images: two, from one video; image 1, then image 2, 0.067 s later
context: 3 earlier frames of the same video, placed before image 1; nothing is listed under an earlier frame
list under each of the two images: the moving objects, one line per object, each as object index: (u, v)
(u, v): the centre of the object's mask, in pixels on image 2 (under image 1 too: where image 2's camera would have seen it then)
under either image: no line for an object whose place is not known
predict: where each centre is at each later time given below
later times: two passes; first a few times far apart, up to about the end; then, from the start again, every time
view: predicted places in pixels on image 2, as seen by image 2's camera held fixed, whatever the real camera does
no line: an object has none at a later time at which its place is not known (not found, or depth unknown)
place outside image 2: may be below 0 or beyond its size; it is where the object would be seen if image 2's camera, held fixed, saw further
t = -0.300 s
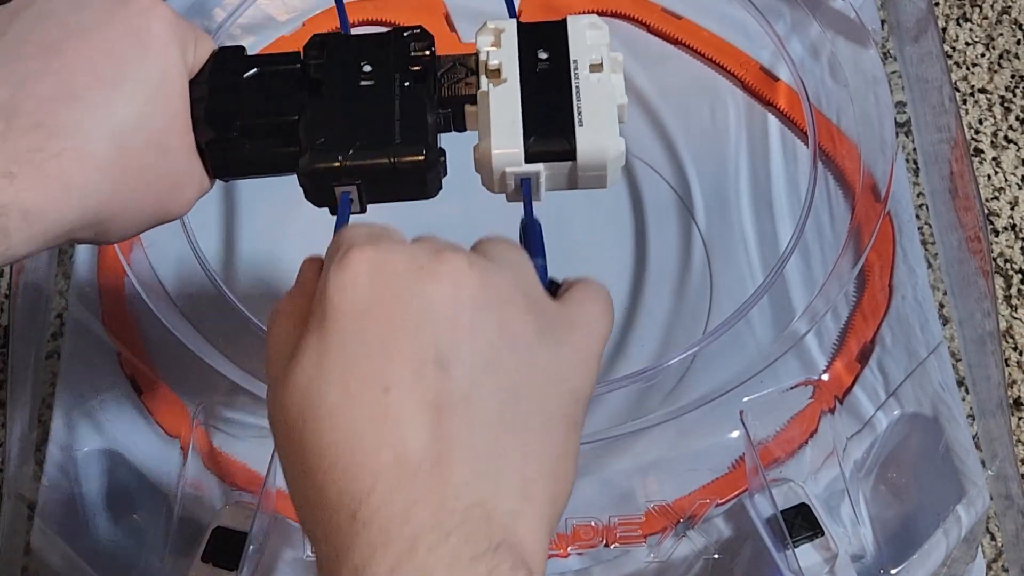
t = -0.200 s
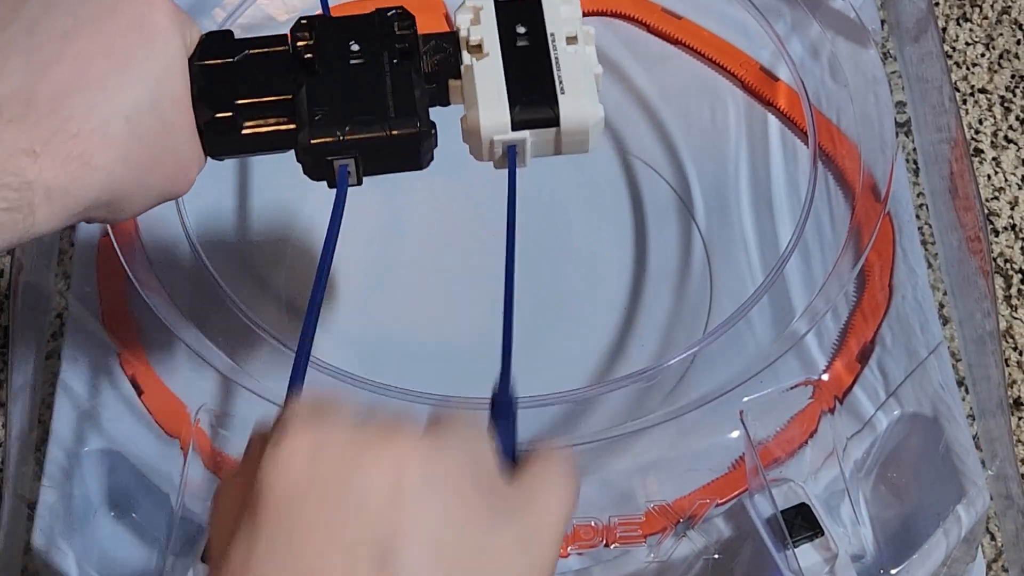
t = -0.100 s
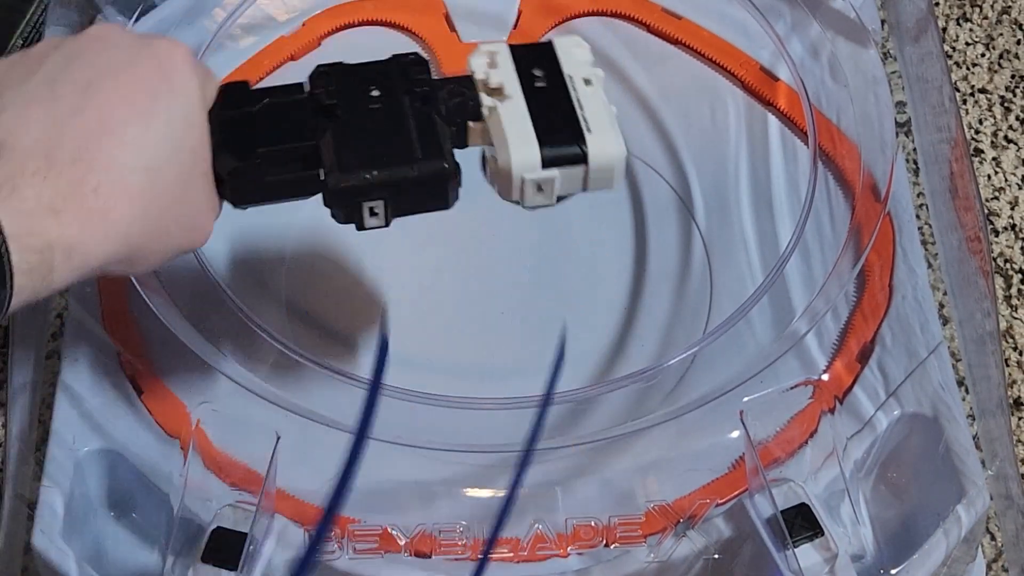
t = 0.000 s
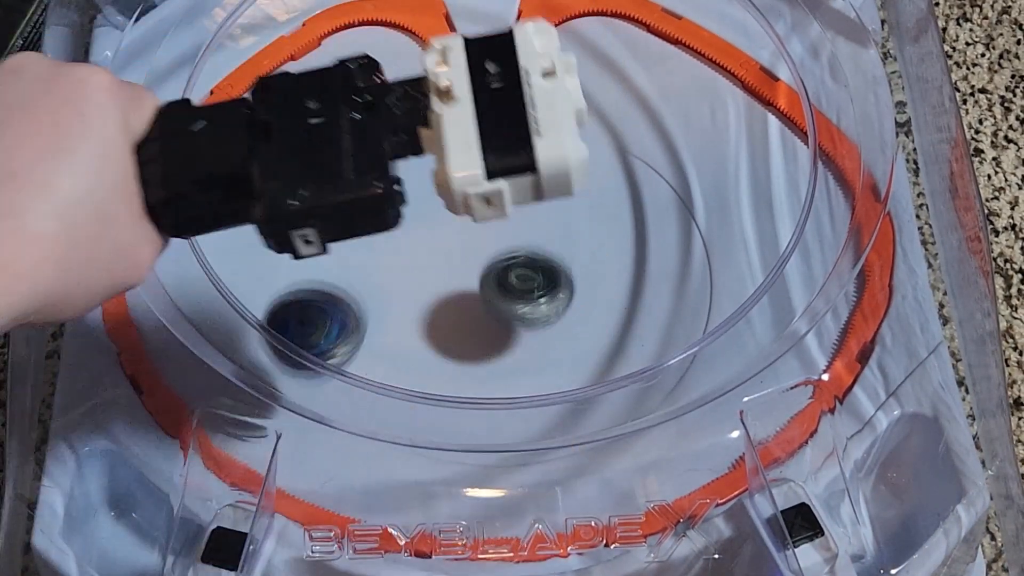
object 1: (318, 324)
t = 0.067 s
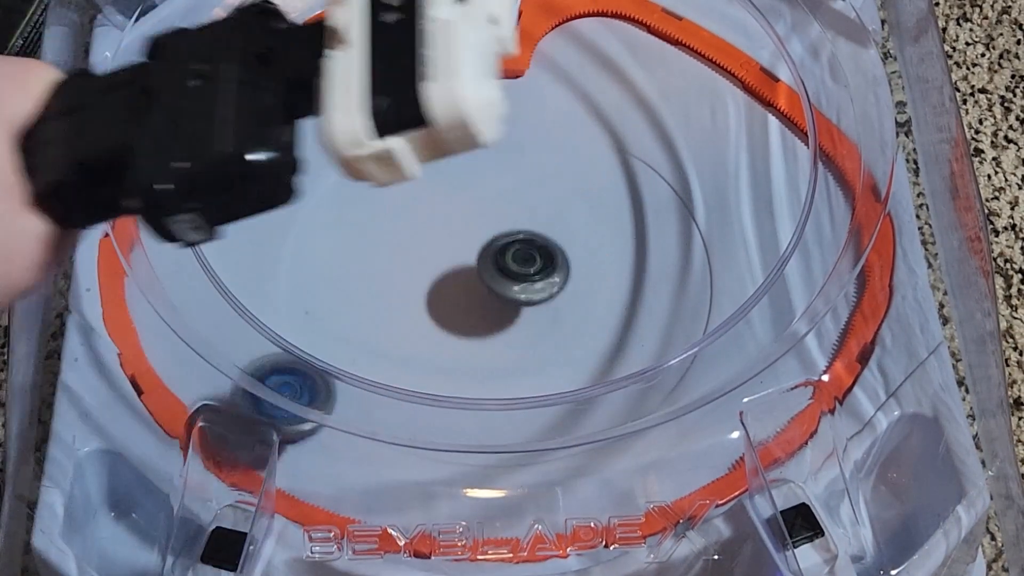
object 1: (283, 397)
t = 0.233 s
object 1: (265, 448)
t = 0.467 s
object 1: (406, 272)
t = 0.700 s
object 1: (330, 246)
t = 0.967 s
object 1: (741, 131)
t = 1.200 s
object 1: (657, 87)
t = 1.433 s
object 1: (307, 34)
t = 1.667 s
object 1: (306, 106)
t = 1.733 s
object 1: (327, 131)
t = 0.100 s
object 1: (275, 393)
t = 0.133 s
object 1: (264, 409)
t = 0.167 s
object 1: (257, 437)
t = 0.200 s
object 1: (261, 463)
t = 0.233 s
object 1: (265, 448)
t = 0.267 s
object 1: (280, 423)
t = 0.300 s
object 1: (300, 392)
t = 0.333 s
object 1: (311, 365)
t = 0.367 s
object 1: (335, 333)
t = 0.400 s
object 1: (353, 316)
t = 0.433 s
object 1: (378, 294)
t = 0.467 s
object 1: (406, 272)
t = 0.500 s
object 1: (373, 264)
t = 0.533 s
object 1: (279, 267)
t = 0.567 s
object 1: (195, 270)
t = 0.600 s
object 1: (141, 285)
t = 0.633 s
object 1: (204, 276)
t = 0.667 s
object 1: (268, 259)
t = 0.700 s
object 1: (330, 246)
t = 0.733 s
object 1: (394, 234)
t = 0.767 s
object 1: (457, 222)
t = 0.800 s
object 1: (518, 206)
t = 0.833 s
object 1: (578, 182)
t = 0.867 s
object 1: (629, 170)
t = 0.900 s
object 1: (676, 152)
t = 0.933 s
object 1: (711, 133)
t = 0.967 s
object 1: (741, 131)
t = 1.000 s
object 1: (766, 125)
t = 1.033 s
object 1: (792, 114)
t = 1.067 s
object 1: (810, 112)
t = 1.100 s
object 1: (802, 100)
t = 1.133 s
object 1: (754, 96)
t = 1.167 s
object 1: (706, 100)
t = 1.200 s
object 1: (657, 87)
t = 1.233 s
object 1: (608, 88)
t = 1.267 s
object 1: (532, 74)
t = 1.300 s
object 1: (506, 70)
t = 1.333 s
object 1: (454, 62)
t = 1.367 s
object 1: (404, 54)
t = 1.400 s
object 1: (354, 44)
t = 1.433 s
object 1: (307, 34)
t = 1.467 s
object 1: (286, 67)
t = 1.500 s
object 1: (283, 58)
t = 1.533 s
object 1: (285, 67)
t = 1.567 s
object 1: (289, 92)
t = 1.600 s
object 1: (292, 107)
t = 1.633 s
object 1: (301, 102)
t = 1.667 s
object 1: (306, 106)
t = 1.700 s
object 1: (315, 125)
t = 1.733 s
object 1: (327, 131)
